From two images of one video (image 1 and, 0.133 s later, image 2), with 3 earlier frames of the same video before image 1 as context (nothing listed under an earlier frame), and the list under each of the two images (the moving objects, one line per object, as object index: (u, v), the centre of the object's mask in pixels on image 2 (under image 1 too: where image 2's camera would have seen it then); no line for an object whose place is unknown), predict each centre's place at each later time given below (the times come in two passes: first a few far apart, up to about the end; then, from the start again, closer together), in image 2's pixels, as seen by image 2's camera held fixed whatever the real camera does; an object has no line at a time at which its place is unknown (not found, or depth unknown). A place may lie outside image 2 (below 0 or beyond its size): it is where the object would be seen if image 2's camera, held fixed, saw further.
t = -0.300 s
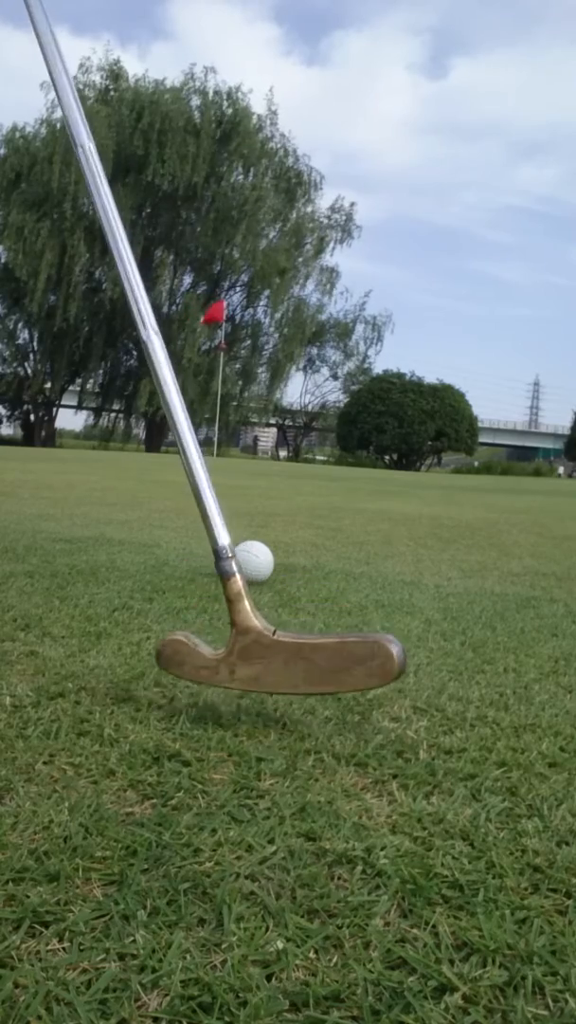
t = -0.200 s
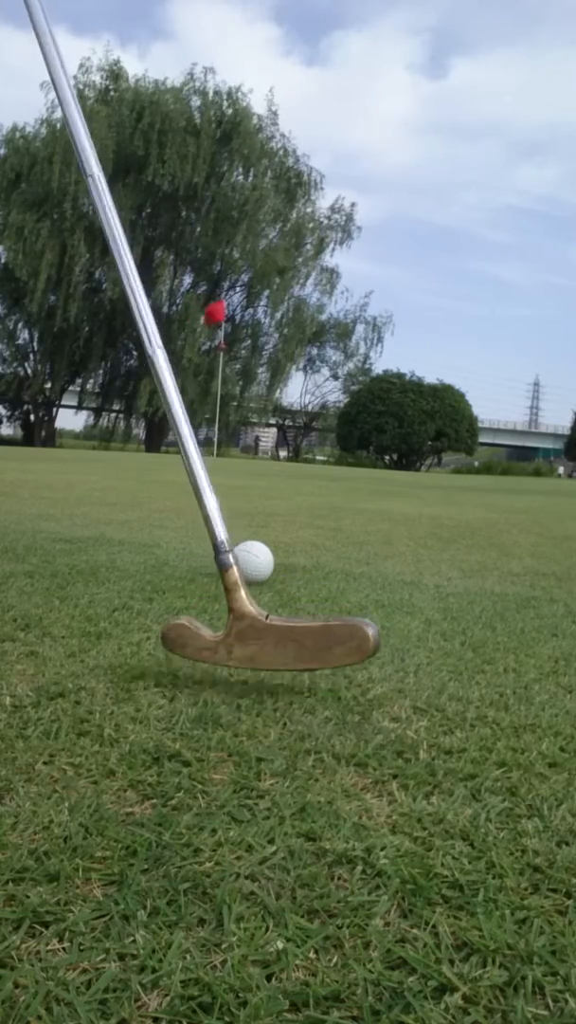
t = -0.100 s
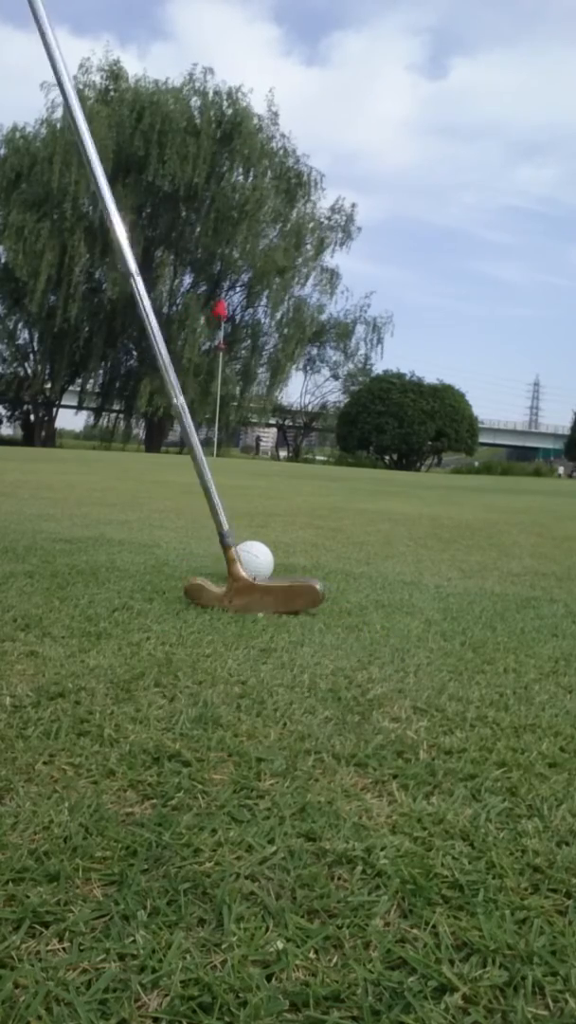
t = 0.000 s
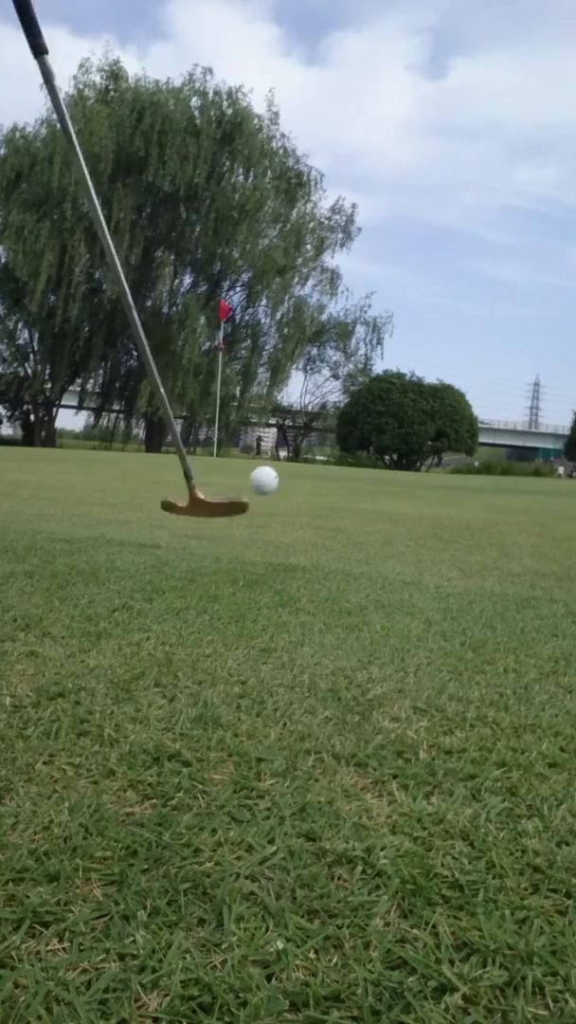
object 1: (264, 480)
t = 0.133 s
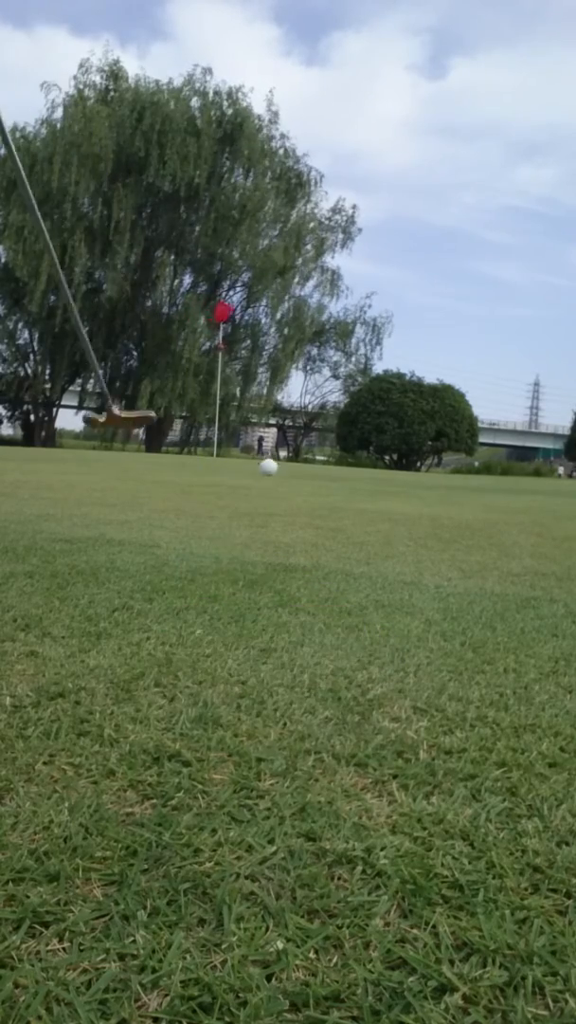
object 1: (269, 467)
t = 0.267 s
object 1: (269, 479)
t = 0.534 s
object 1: (268, 473)
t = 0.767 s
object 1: (264, 469)
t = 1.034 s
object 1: (261, 467)
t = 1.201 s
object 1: (259, 466)
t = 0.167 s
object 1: (269, 475)
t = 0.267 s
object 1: (269, 479)
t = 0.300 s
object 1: (270, 475)
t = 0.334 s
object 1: (270, 475)
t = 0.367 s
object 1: (270, 477)
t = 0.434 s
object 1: (269, 475)
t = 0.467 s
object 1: (269, 472)
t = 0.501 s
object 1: (269, 471)
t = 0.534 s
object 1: (268, 473)
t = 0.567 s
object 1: (267, 475)
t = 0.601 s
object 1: (267, 471)
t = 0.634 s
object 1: (266, 470)
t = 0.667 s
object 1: (266, 470)
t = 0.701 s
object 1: (265, 472)
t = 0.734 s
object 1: (265, 471)
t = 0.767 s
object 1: (264, 469)
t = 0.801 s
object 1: (264, 469)
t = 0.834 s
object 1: (263, 471)
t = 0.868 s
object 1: (262, 469)
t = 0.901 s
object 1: (262, 469)
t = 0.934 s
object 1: (262, 469)
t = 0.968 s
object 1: (261, 468)
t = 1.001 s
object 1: (261, 468)
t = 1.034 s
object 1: (261, 467)
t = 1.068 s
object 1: (260, 467)
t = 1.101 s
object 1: (260, 467)
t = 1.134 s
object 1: (260, 466)
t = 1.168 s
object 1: (259, 466)
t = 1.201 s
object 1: (259, 466)
